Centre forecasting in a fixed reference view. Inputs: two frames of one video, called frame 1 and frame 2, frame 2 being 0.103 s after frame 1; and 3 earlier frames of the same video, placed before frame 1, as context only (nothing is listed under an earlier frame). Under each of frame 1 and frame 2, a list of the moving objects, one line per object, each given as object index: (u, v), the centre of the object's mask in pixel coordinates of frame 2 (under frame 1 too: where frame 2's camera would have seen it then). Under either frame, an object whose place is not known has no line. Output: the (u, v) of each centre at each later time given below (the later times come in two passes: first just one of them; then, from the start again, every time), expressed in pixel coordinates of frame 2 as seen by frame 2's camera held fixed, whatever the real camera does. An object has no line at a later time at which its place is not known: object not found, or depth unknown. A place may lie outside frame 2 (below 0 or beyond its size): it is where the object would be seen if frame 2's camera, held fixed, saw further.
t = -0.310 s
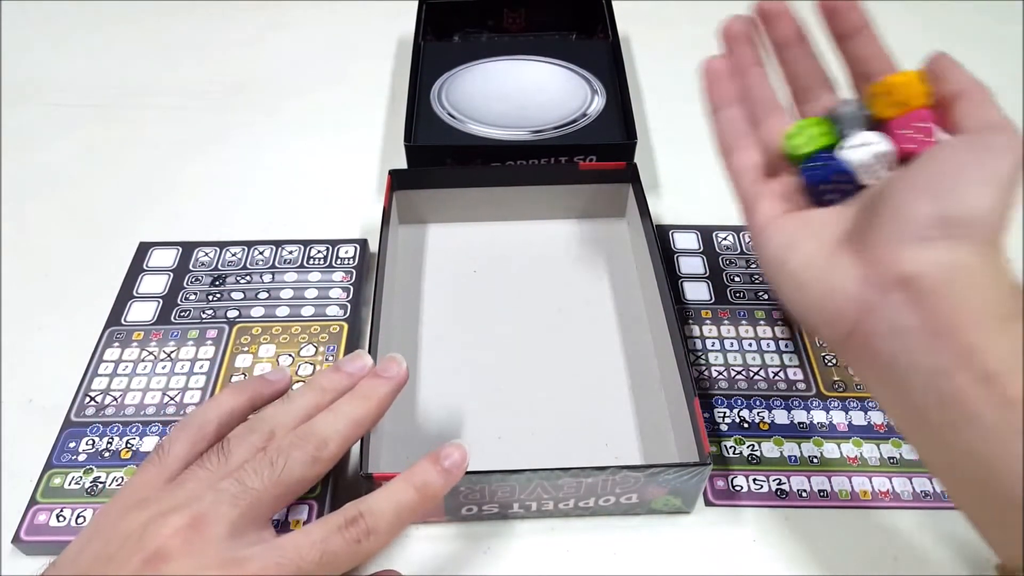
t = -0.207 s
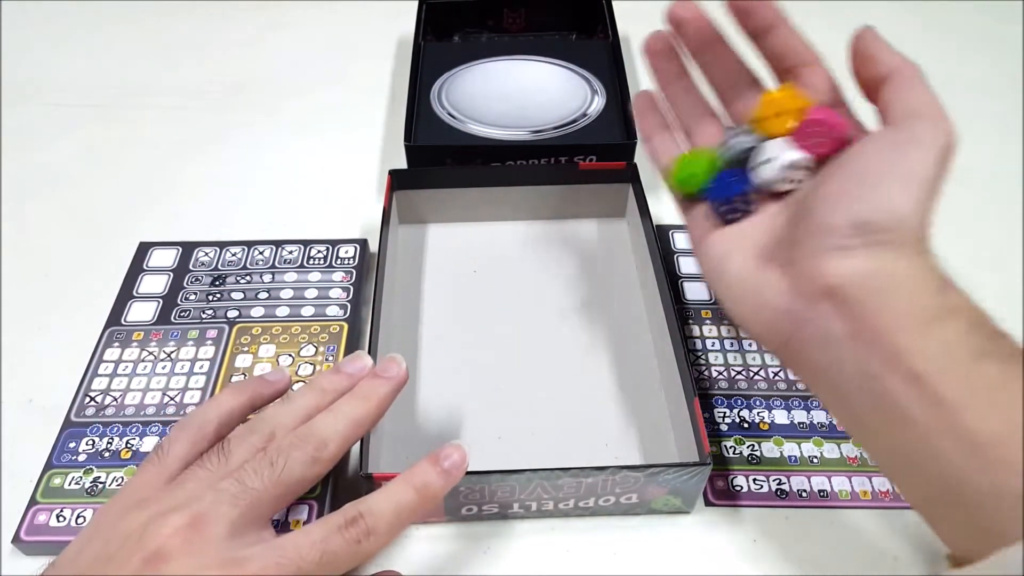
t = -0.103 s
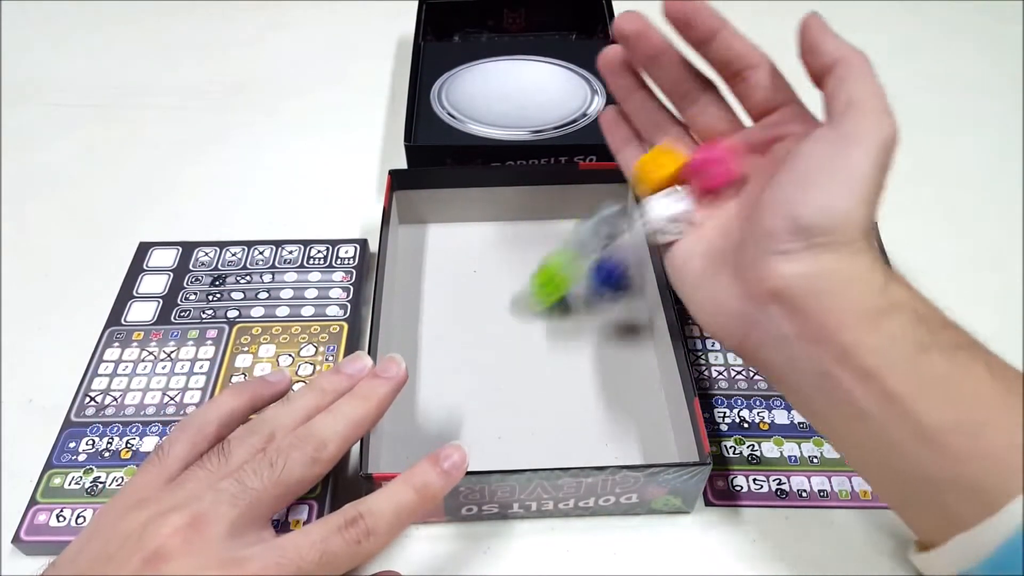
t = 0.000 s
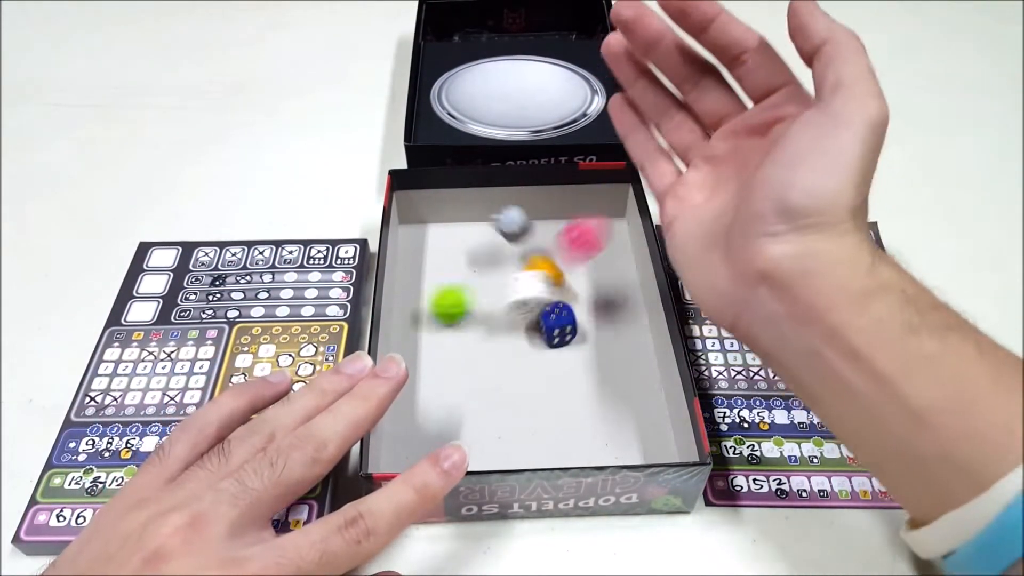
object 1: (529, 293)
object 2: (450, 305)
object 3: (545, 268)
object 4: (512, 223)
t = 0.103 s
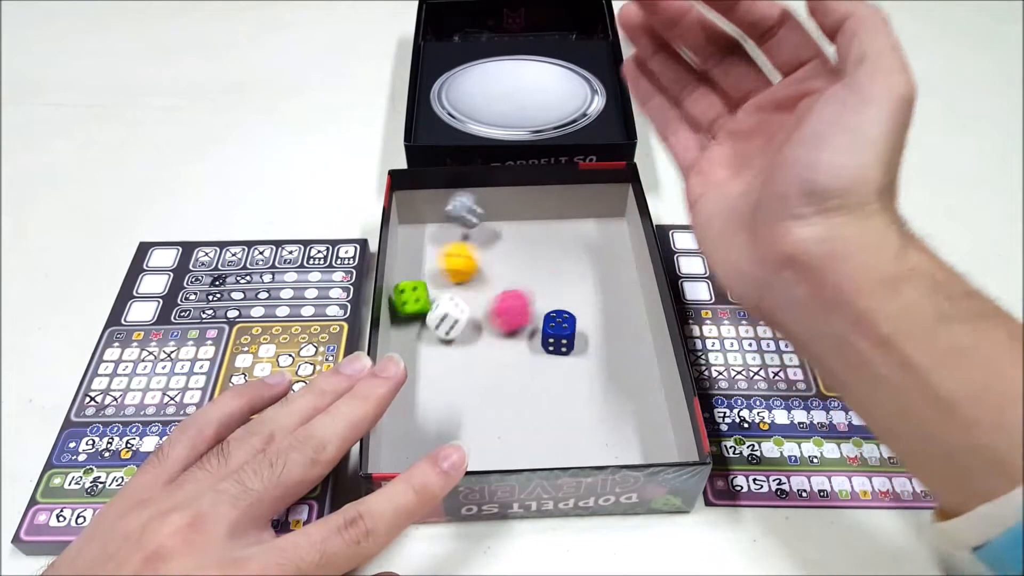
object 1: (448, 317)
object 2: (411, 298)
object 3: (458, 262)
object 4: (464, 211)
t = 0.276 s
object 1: (411, 321)
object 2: (427, 288)
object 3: (422, 254)
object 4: (457, 230)
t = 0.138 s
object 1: (444, 323)
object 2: (413, 295)
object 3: (433, 258)
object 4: (457, 221)
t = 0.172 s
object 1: (425, 326)
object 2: (411, 288)
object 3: (415, 253)
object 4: (454, 228)
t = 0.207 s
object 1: (411, 324)
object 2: (414, 286)
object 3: (422, 253)
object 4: (454, 231)
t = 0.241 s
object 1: (409, 323)
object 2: (421, 288)
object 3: (425, 253)
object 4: (454, 232)
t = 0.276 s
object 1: (411, 321)
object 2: (427, 288)
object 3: (422, 254)
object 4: (457, 230)
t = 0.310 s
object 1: (412, 322)
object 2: (431, 290)
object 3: (420, 255)
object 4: (459, 226)
